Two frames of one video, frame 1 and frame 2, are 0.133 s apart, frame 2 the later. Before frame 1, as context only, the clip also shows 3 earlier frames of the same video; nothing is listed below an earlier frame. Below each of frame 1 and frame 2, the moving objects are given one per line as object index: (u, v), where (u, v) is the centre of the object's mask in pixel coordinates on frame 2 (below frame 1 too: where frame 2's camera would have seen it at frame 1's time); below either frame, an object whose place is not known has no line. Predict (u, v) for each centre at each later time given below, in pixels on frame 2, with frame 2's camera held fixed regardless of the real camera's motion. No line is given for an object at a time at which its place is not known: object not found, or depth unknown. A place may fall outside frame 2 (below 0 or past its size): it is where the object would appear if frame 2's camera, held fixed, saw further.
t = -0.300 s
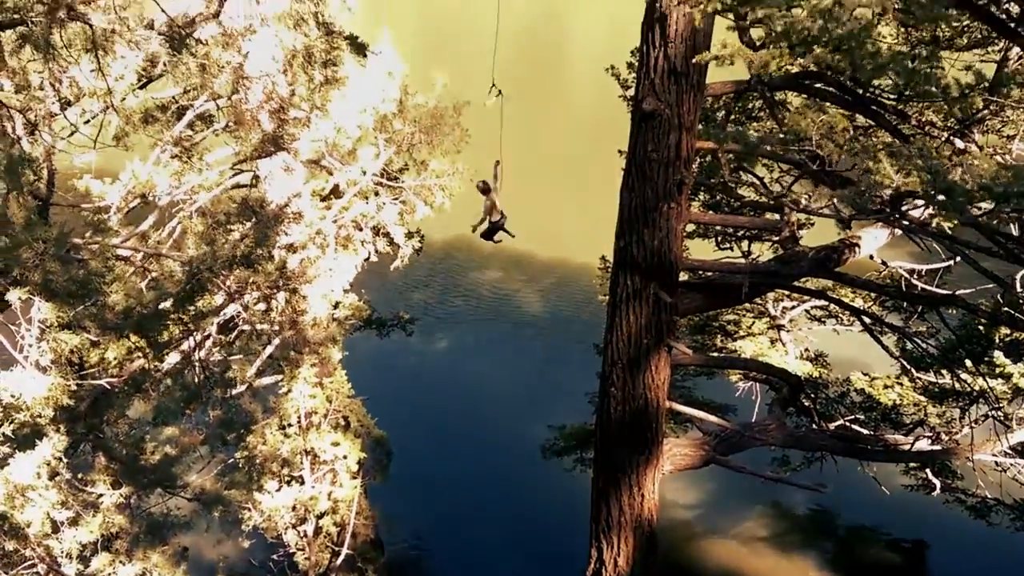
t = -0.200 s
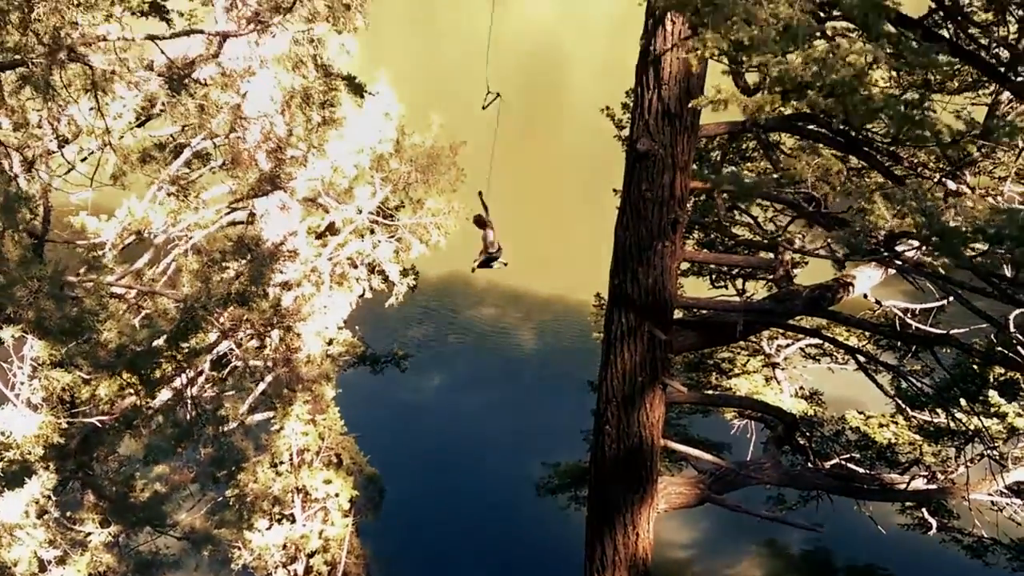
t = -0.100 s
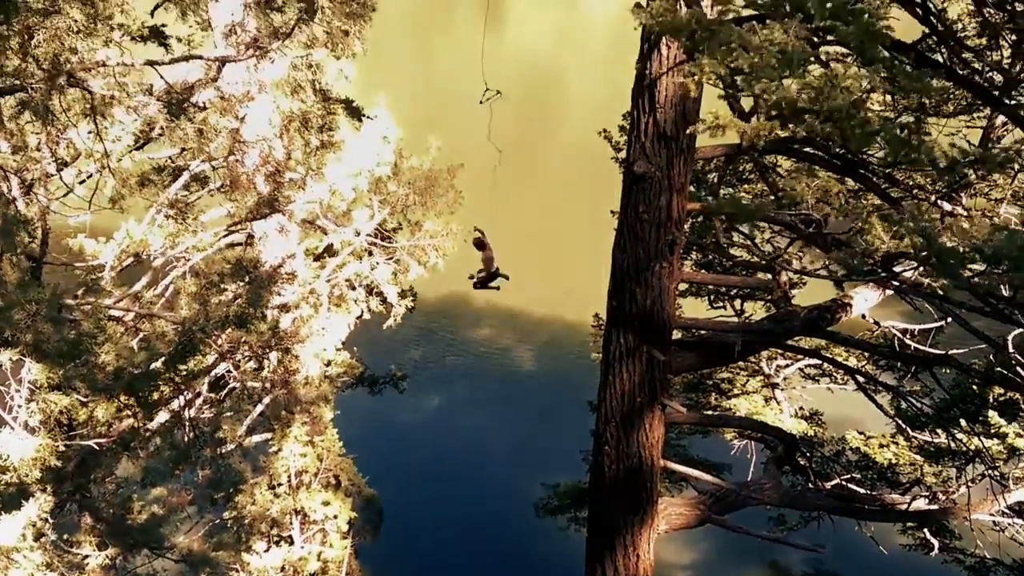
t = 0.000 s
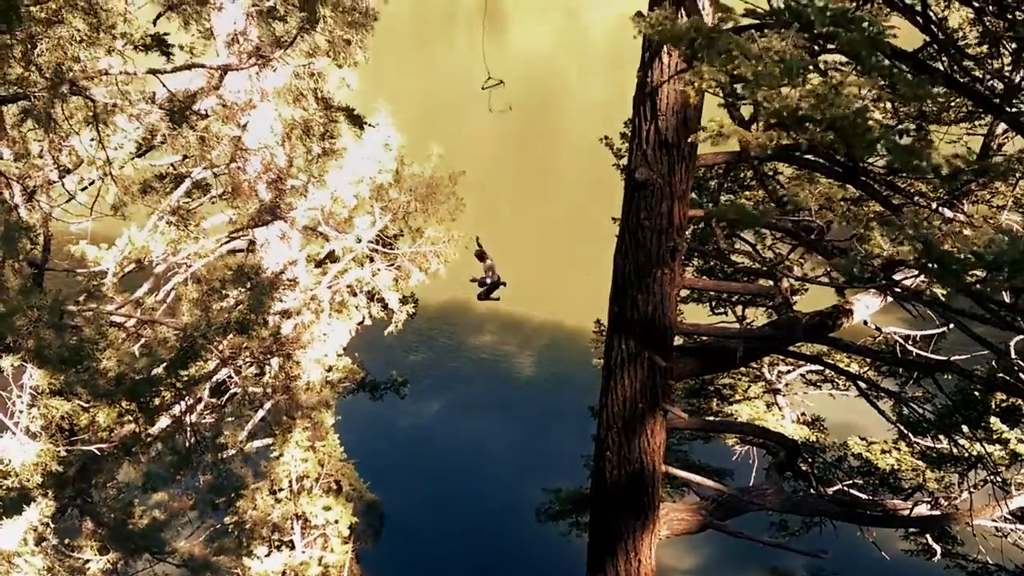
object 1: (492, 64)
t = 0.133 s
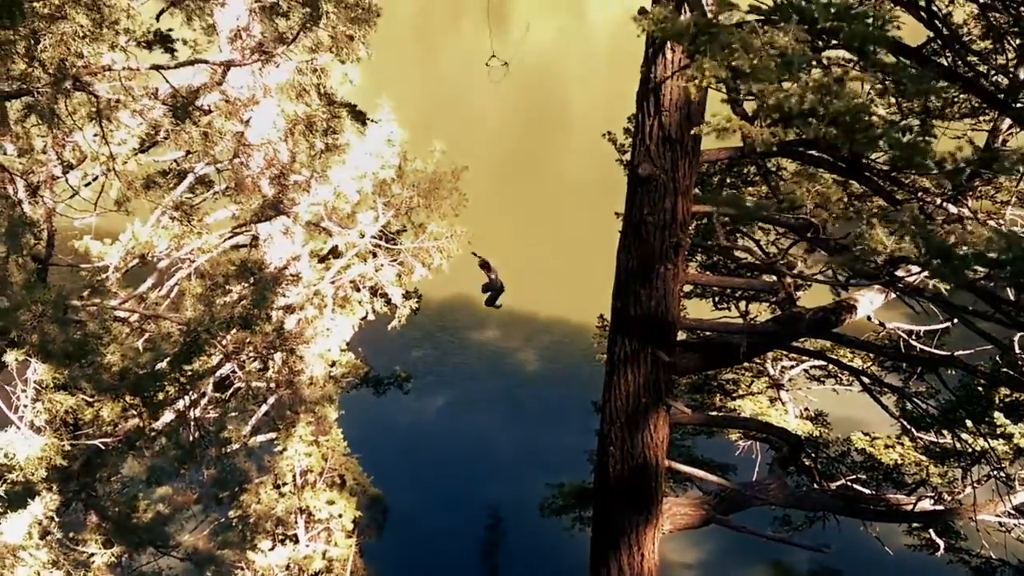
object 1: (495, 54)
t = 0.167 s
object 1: (498, 50)
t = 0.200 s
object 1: (498, 43)
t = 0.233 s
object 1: (501, 38)
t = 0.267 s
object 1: (502, 34)
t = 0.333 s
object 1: (505, 30)
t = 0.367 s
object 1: (501, 33)
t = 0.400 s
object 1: (503, 35)
